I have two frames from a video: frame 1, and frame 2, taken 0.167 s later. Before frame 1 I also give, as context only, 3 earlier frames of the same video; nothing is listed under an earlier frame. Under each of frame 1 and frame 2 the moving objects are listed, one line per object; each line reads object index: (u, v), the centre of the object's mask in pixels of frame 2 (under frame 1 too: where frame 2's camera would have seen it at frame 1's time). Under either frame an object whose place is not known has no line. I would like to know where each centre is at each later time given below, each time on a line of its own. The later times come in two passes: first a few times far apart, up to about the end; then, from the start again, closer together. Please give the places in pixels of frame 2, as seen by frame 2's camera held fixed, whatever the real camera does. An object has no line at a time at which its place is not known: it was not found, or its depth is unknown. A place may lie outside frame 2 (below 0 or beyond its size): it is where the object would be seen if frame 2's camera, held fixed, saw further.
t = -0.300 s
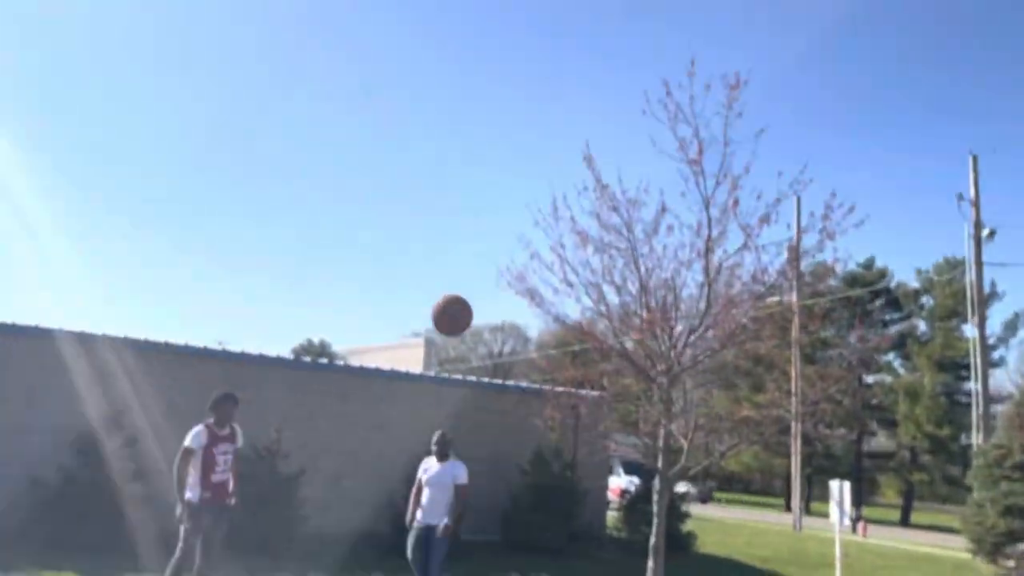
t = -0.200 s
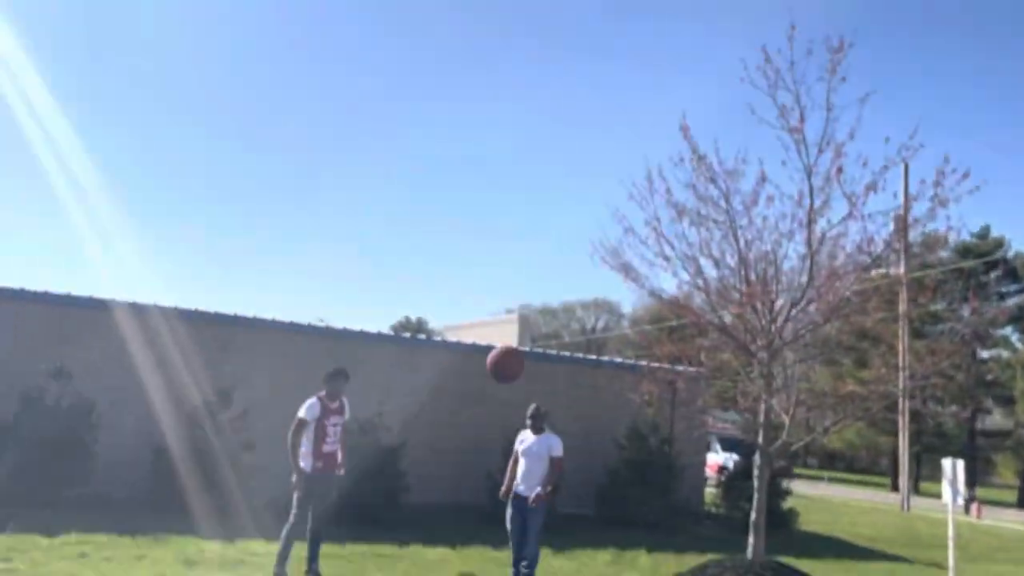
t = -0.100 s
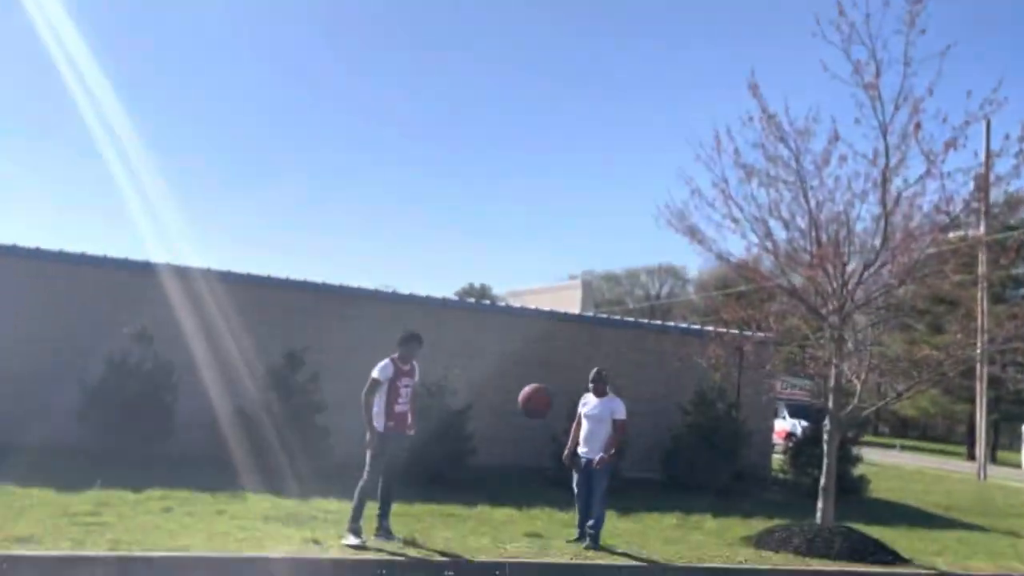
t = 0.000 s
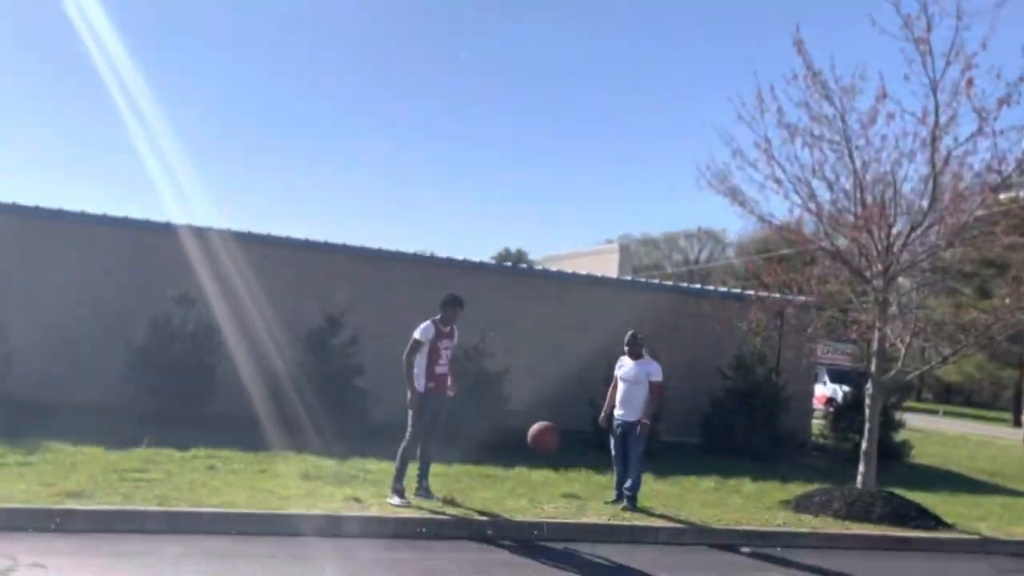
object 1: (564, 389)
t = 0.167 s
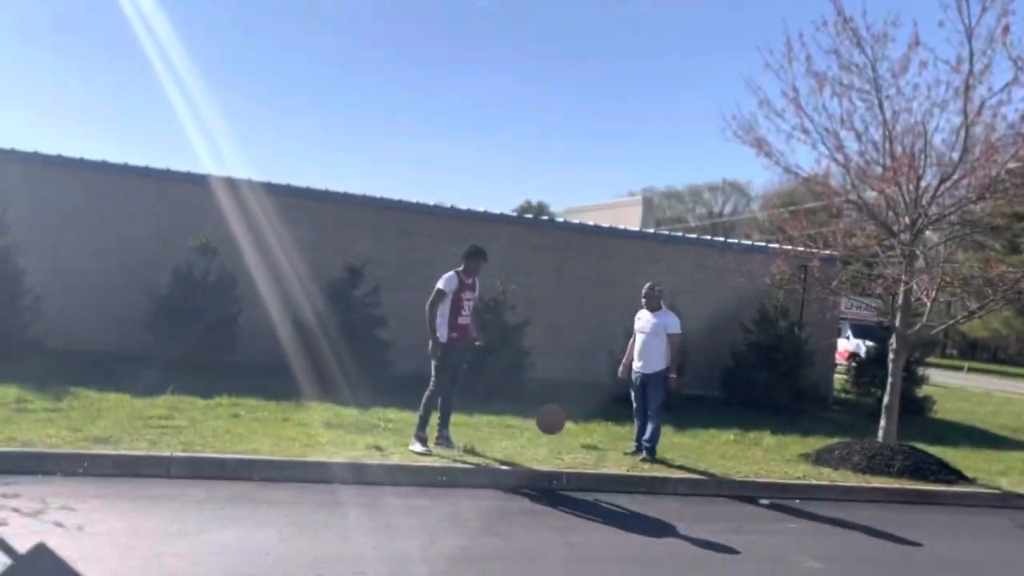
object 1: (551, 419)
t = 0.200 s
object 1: (558, 400)
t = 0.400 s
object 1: (608, 279)
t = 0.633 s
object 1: (678, 178)
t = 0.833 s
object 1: (750, 142)
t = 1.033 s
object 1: (837, 180)
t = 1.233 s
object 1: (951, 340)
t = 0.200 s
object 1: (558, 400)
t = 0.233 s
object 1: (565, 375)
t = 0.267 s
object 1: (574, 356)
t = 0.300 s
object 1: (582, 336)
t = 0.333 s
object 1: (590, 316)
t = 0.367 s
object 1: (598, 297)
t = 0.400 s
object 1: (608, 279)
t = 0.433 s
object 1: (617, 262)
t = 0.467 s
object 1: (627, 245)
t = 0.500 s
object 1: (637, 230)
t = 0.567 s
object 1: (657, 202)
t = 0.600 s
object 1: (667, 190)
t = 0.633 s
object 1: (678, 178)
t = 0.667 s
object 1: (689, 168)
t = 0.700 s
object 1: (701, 159)
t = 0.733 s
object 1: (713, 152)
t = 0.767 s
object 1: (725, 147)
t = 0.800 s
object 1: (738, 143)
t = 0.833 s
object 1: (750, 142)
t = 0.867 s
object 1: (763, 142)
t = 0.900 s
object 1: (777, 145)
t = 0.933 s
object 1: (792, 149)
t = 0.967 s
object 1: (806, 157)
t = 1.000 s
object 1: (822, 167)
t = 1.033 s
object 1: (837, 180)
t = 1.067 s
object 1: (854, 196)
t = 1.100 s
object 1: (872, 216)
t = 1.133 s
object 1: (890, 239)
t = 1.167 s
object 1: (910, 268)
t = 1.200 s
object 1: (931, 302)
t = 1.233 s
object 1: (951, 340)
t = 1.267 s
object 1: (974, 384)
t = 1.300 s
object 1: (999, 435)
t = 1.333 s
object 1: (1034, 494)
